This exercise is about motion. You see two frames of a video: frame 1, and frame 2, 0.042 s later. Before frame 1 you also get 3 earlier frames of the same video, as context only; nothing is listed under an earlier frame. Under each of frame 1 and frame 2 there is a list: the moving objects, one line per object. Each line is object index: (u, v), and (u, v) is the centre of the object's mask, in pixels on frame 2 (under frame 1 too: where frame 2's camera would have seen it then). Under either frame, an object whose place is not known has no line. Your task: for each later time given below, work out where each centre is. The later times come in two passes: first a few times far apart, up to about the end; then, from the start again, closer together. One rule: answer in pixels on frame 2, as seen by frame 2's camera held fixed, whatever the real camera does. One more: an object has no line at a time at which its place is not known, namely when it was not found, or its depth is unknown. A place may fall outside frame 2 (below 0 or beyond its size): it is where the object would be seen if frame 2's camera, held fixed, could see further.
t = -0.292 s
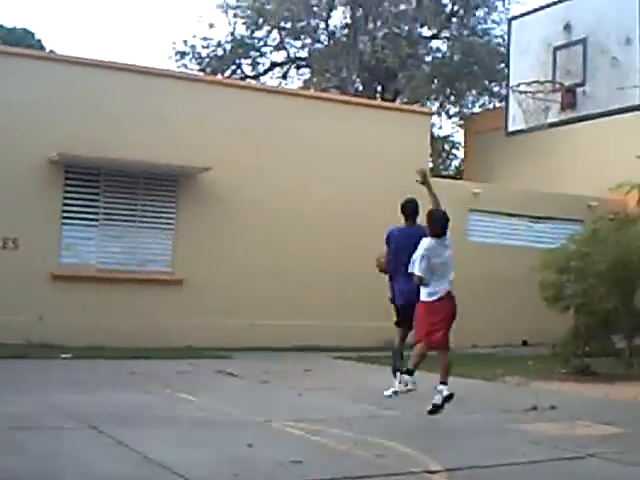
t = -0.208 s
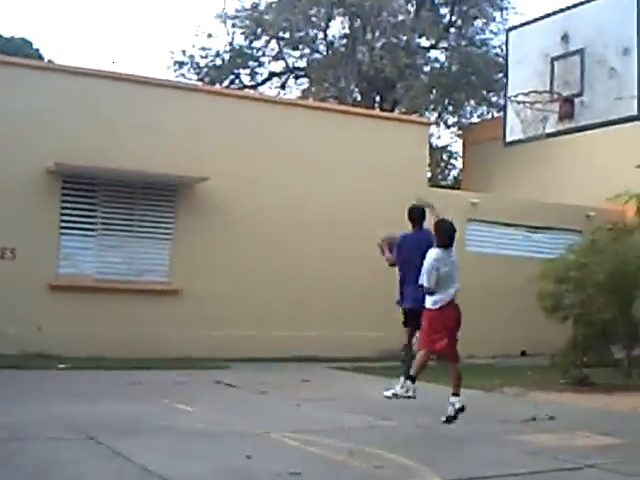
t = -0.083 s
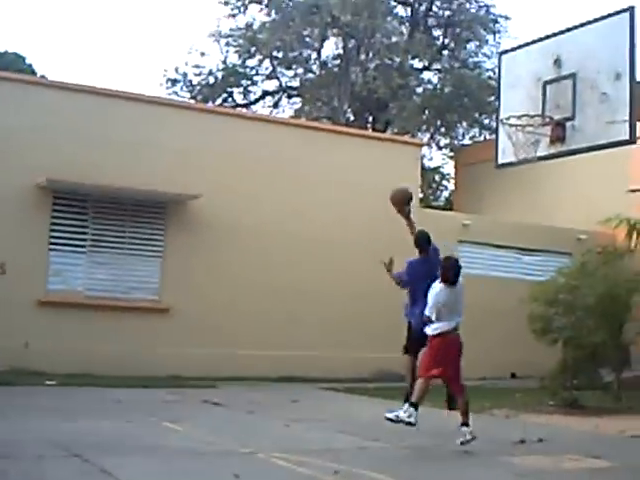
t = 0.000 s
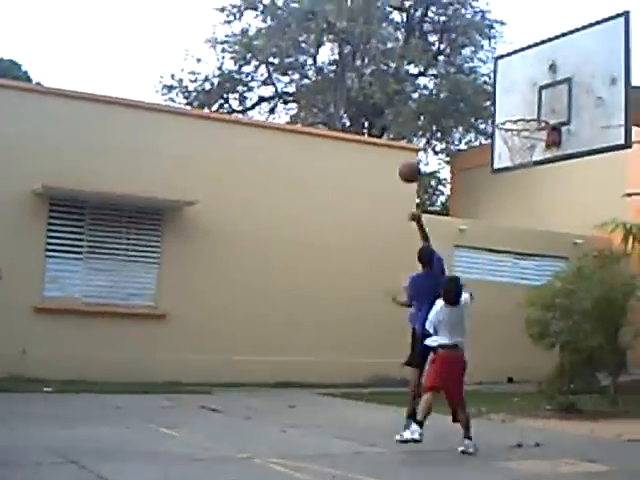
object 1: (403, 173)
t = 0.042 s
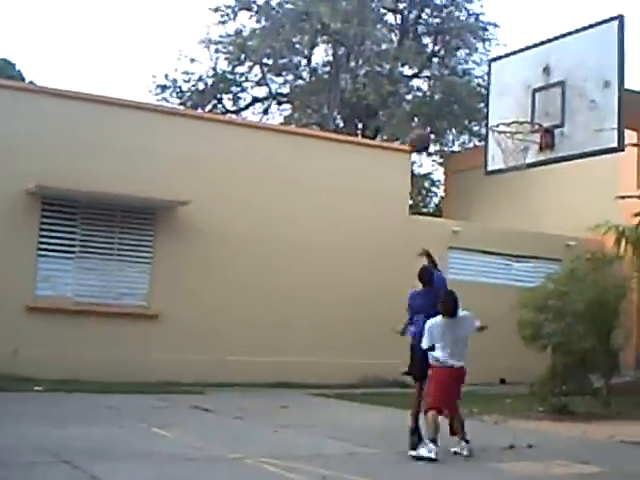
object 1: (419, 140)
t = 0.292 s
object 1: (462, 83)
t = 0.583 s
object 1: (512, 82)
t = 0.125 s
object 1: (433, 115)
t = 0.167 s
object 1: (441, 107)
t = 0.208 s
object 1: (447, 97)
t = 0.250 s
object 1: (455, 88)
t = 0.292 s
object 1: (462, 83)
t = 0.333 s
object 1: (471, 78)
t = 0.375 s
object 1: (487, 75)
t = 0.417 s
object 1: (500, 76)
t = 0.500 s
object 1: (503, 77)
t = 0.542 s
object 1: (506, 78)
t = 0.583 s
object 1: (512, 82)
